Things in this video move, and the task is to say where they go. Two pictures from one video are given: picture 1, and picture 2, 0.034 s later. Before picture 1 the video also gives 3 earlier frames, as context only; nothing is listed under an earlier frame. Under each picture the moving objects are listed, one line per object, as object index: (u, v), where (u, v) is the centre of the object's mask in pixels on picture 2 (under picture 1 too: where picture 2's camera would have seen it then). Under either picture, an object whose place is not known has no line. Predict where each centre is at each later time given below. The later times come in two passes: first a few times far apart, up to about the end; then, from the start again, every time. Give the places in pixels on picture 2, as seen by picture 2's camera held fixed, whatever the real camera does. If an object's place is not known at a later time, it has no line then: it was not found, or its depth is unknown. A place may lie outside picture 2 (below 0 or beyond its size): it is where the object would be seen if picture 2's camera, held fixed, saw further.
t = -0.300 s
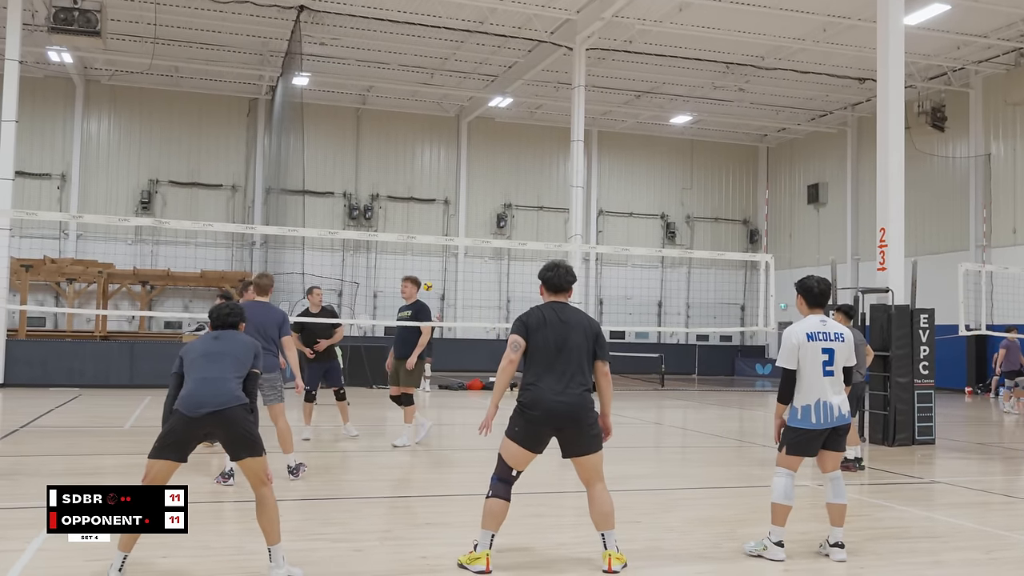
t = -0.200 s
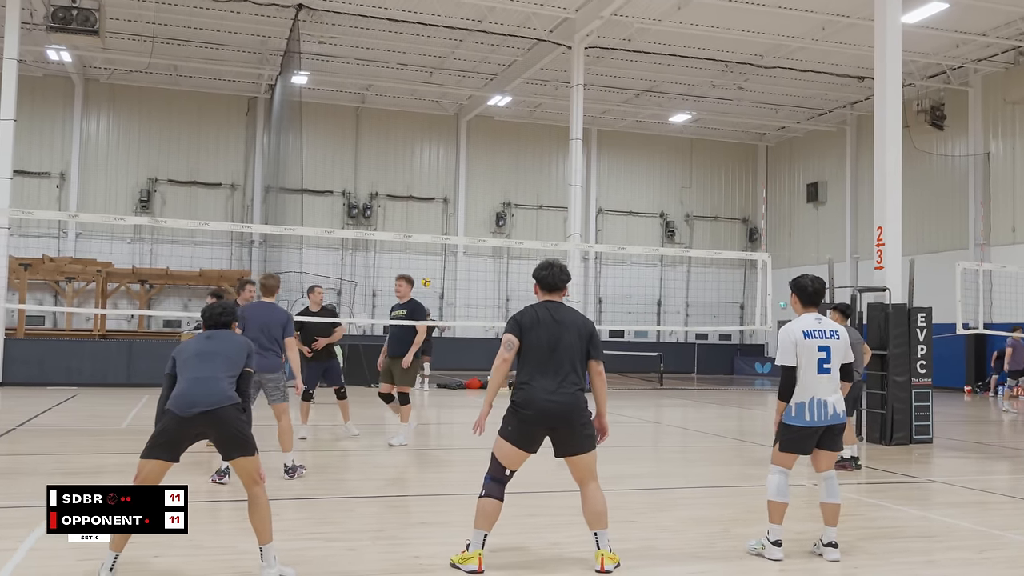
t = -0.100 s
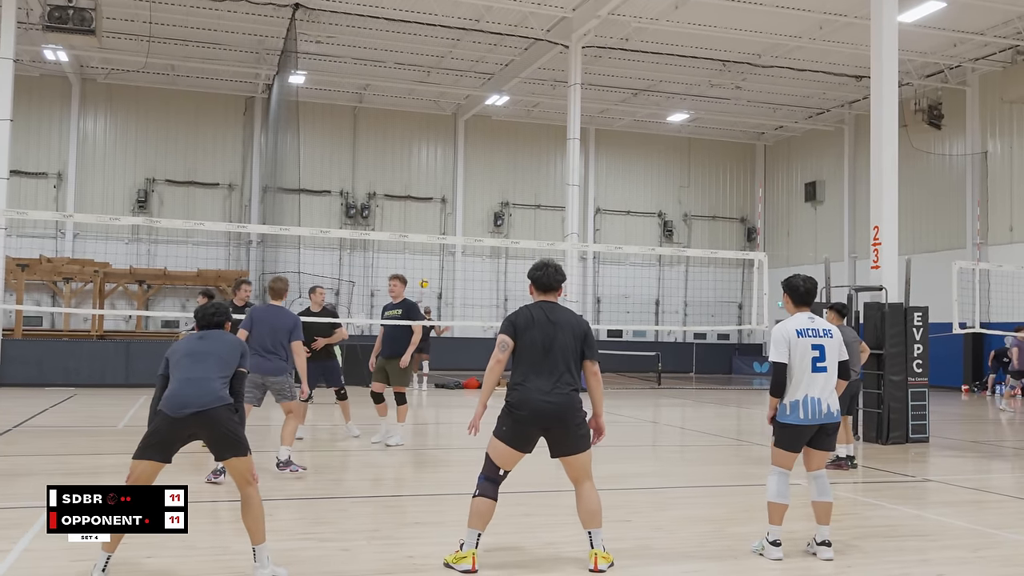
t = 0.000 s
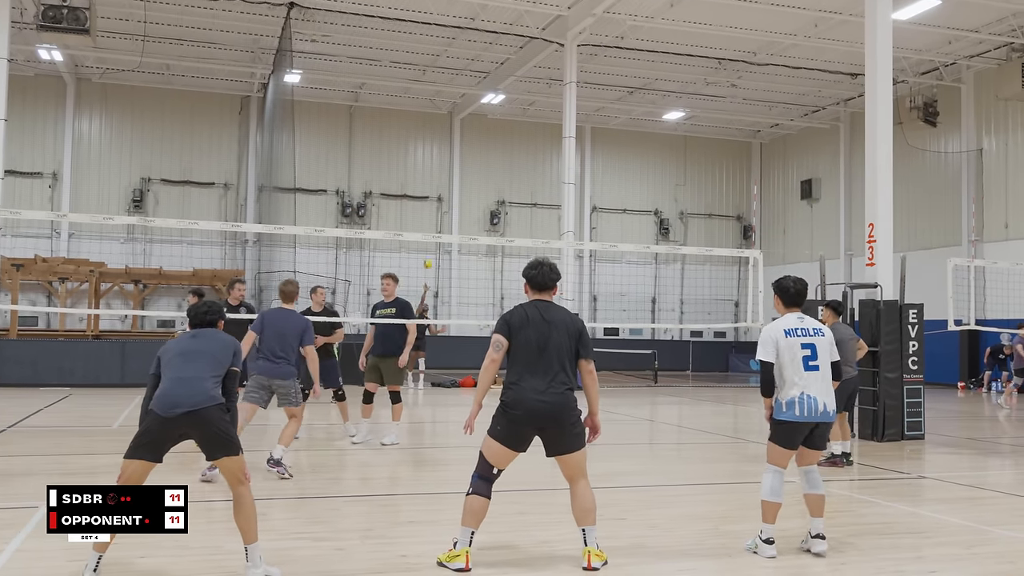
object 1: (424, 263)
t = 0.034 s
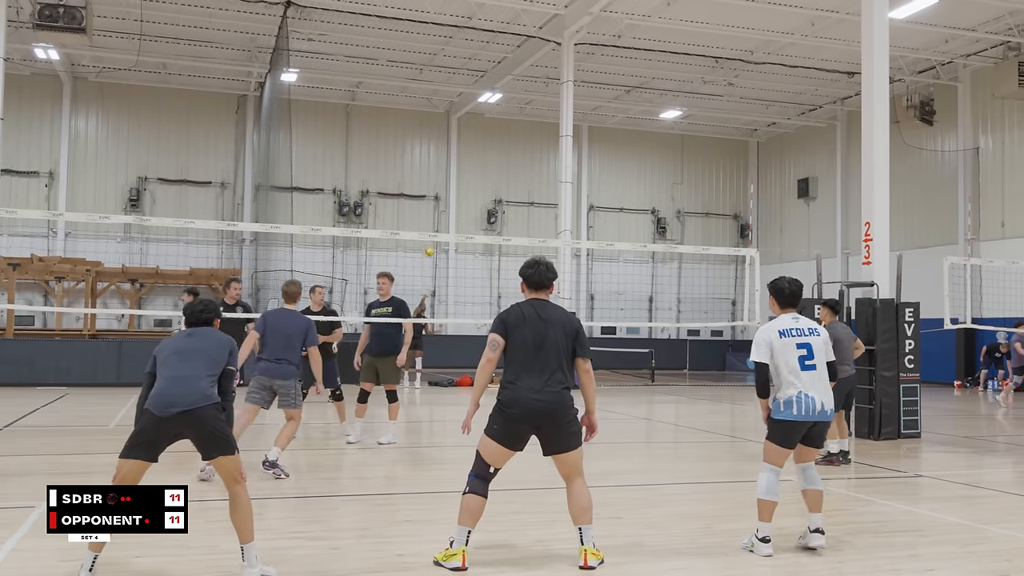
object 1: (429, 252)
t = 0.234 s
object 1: (457, 193)
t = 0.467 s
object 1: (499, 134)
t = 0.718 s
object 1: (552, 91)
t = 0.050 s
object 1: (431, 247)
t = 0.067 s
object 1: (434, 243)
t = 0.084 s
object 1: (435, 232)
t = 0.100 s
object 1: (438, 230)
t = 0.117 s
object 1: (439, 227)
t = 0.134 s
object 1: (442, 221)
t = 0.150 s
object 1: (444, 216)
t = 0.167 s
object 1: (446, 211)
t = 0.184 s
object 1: (449, 207)
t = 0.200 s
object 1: (452, 202)
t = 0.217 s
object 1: (455, 198)
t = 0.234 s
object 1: (457, 193)
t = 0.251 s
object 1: (459, 188)
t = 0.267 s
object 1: (462, 184)
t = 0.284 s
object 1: (465, 180)
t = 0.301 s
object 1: (467, 175)
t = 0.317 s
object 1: (470, 170)
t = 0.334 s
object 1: (473, 166)
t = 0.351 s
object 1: (476, 161)
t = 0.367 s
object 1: (479, 157)
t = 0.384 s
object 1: (482, 153)
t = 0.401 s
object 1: (485, 149)
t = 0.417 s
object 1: (488, 145)
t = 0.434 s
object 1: (492, 142)
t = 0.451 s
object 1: (495, 138)
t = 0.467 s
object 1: (499, 134)
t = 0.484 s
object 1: (502, 131)
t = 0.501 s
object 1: (505, 127)
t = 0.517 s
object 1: (509, 124)
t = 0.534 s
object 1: (513, 121)
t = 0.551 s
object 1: (516, 117)
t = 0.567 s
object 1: (519, 114)
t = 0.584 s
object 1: (523, 111)
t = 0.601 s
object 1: (526, 108)
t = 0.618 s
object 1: (530, 106)
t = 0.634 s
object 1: (534, 103)
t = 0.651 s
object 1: (538, 100)
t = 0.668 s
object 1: (542, 98)
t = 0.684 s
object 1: (545, 95)
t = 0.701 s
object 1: (549, 93)
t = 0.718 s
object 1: (552, 91)
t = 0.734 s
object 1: (556, 89)
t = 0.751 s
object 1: (560, 87)
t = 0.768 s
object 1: (564, 86)
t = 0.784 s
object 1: (567, 84)
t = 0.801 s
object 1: (571, 83)
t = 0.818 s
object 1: (575, 82)
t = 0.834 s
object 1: (578, 82)
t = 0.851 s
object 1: (582, 81)
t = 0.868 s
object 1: (586, 81)
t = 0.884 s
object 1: (589, 81)
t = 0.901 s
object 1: (593, 81)
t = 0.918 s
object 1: (598, 81)
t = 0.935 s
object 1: (603, 82)
